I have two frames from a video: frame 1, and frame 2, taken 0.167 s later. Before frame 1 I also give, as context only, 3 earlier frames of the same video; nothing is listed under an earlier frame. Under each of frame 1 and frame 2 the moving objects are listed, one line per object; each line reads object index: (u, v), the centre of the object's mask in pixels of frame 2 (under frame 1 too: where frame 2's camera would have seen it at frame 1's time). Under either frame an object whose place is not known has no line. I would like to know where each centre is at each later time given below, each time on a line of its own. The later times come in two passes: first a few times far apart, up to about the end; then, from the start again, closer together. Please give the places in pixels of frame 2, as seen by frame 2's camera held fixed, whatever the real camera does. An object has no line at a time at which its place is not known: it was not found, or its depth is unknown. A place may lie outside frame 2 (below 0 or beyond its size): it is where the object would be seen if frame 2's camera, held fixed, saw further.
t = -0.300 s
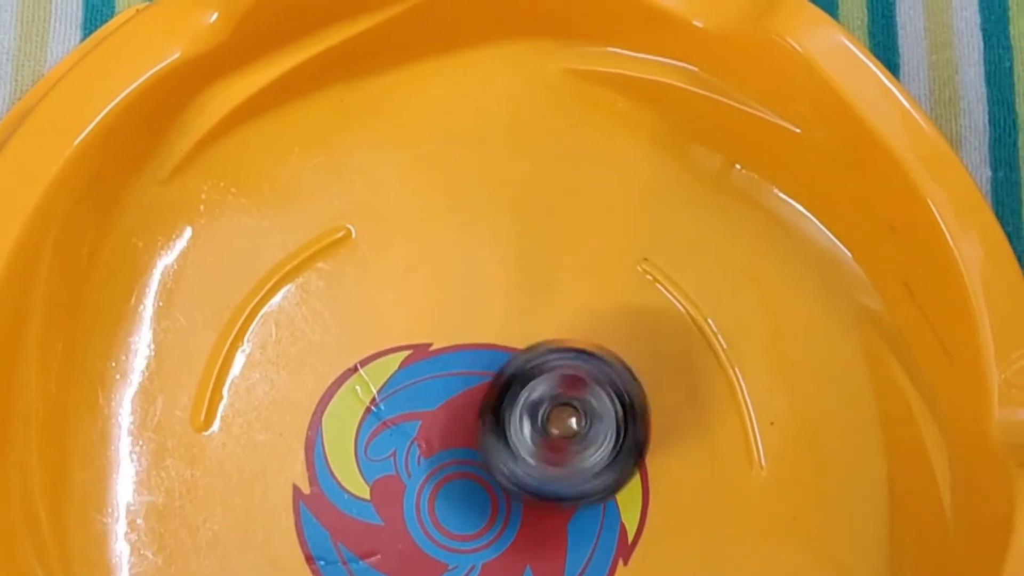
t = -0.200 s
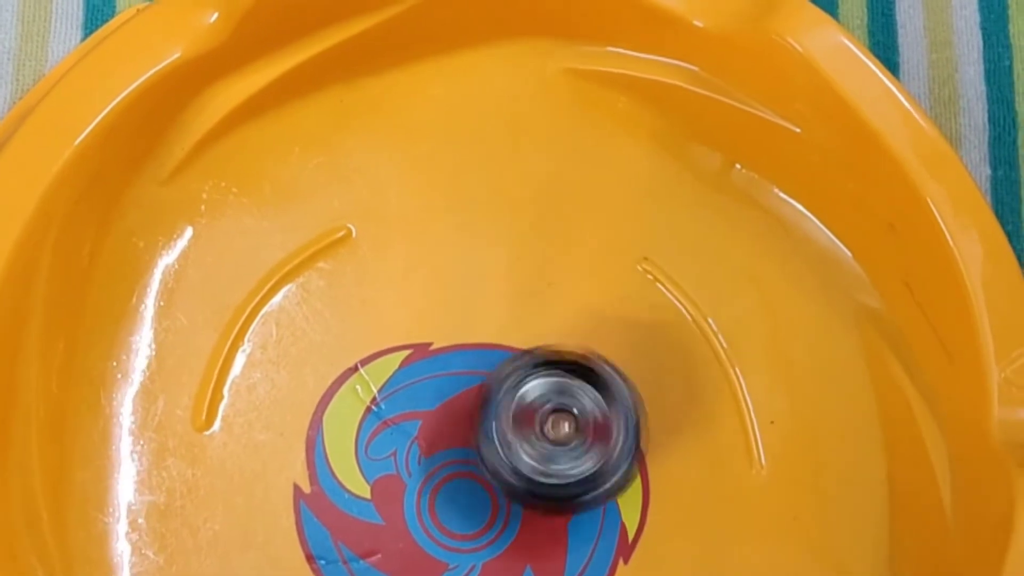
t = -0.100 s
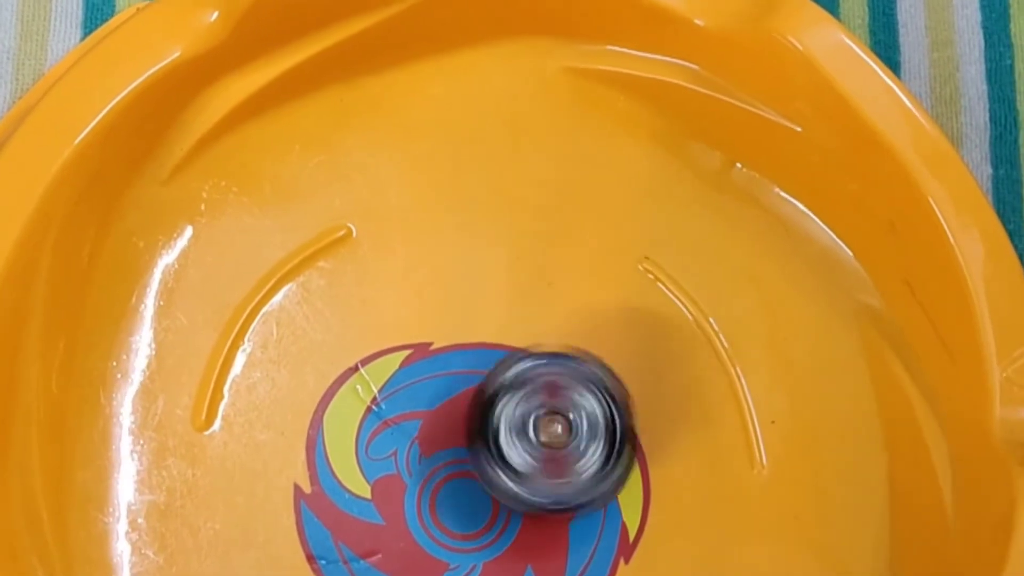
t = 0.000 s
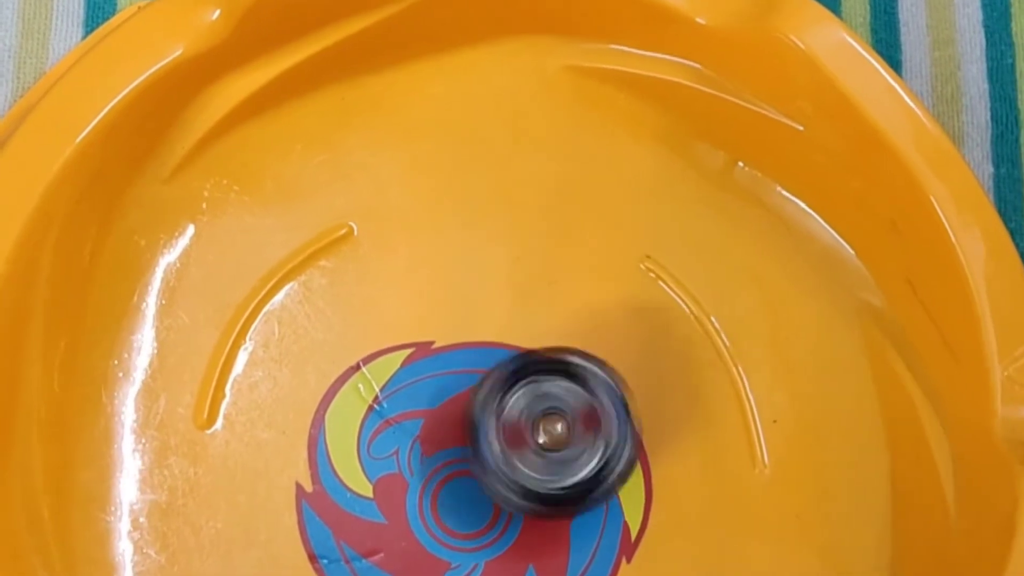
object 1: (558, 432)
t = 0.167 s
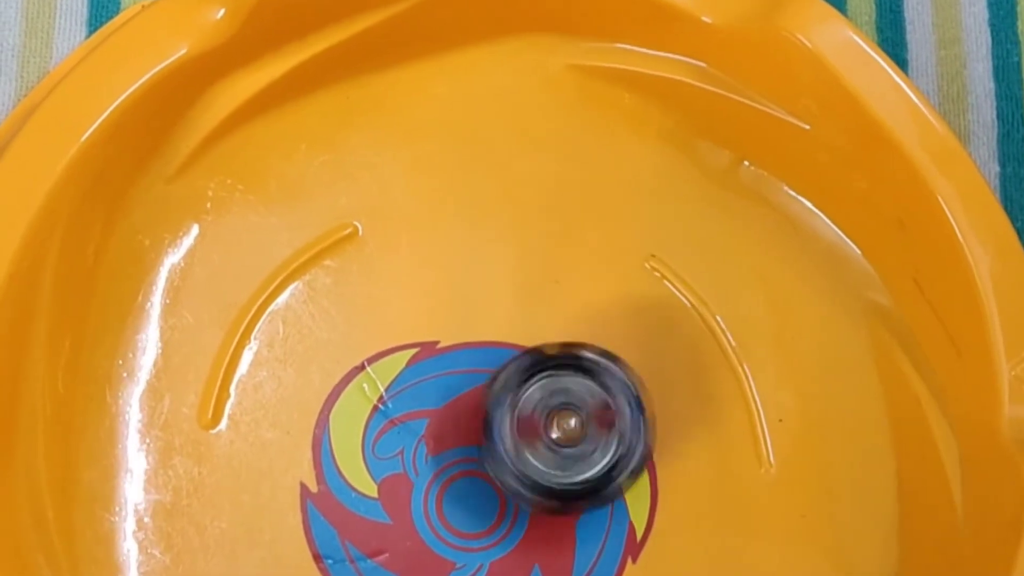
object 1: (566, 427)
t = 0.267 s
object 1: (574, 420)
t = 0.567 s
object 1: (614, 426)
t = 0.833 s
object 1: (622, 425)
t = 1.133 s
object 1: (589, 413)
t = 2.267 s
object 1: (583, 446)
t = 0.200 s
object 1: (570, 422)
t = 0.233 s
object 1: (573, 423)
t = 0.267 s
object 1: (574, 420)
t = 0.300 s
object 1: (581, 420)
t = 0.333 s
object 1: (582, 424)
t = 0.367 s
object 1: (584, 419)
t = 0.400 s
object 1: (590, 421)
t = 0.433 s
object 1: (593, 423)
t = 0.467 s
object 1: (601, 423)
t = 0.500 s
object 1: (604, 425)
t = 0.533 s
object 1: (608, 422)
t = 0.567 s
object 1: (614, 426)
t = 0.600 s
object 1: (615, 428)
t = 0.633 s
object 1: (620, 424)
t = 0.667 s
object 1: (621, 427)
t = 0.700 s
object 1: (621, 423)
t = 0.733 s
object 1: (625, 426)
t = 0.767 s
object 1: (621, 428)
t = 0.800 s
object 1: (620, 424)
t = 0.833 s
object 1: (622, 425)
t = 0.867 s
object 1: (618, 425)
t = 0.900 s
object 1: (619, 422)
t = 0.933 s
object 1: (622, 424)
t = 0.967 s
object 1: (616, 421)
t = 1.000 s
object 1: (613, 418)
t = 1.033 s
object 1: (606, 419)
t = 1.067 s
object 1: (598, 416)
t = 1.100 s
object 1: (594, 414)
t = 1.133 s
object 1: (589, 413)
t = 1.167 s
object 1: (585, 415)
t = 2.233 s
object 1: (580, 445)
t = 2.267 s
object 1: (583, 446)
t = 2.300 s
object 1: (580, 449)
